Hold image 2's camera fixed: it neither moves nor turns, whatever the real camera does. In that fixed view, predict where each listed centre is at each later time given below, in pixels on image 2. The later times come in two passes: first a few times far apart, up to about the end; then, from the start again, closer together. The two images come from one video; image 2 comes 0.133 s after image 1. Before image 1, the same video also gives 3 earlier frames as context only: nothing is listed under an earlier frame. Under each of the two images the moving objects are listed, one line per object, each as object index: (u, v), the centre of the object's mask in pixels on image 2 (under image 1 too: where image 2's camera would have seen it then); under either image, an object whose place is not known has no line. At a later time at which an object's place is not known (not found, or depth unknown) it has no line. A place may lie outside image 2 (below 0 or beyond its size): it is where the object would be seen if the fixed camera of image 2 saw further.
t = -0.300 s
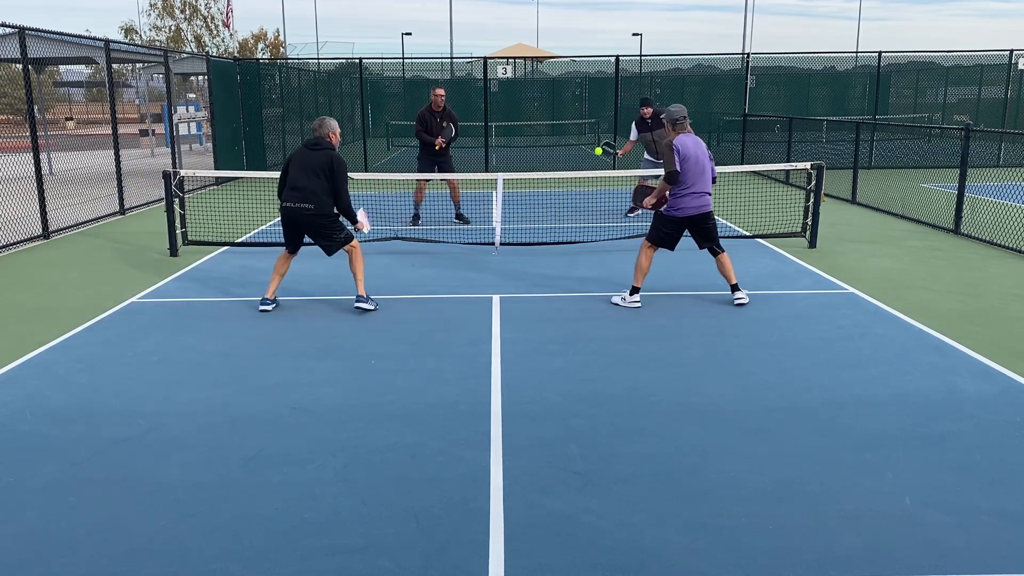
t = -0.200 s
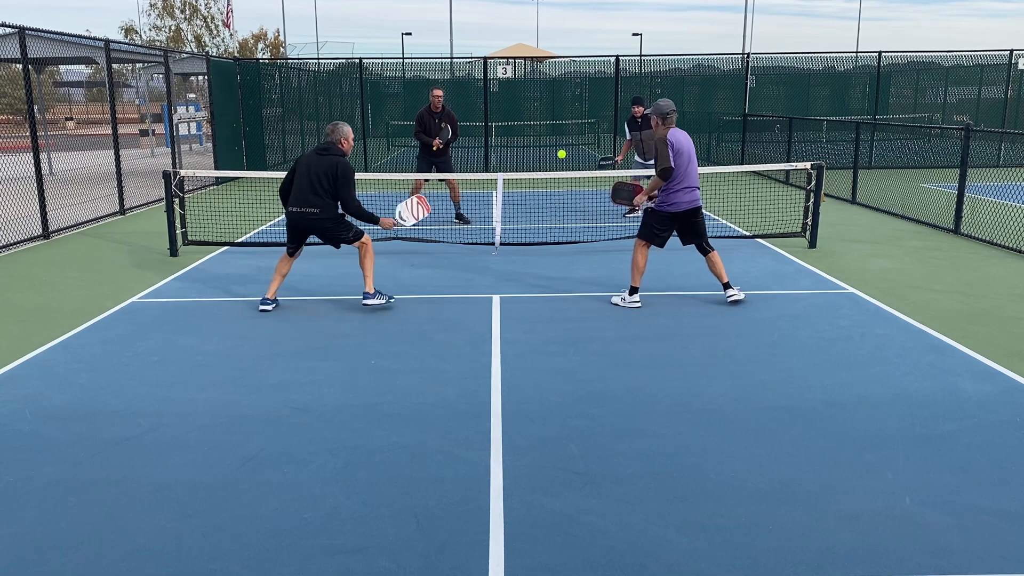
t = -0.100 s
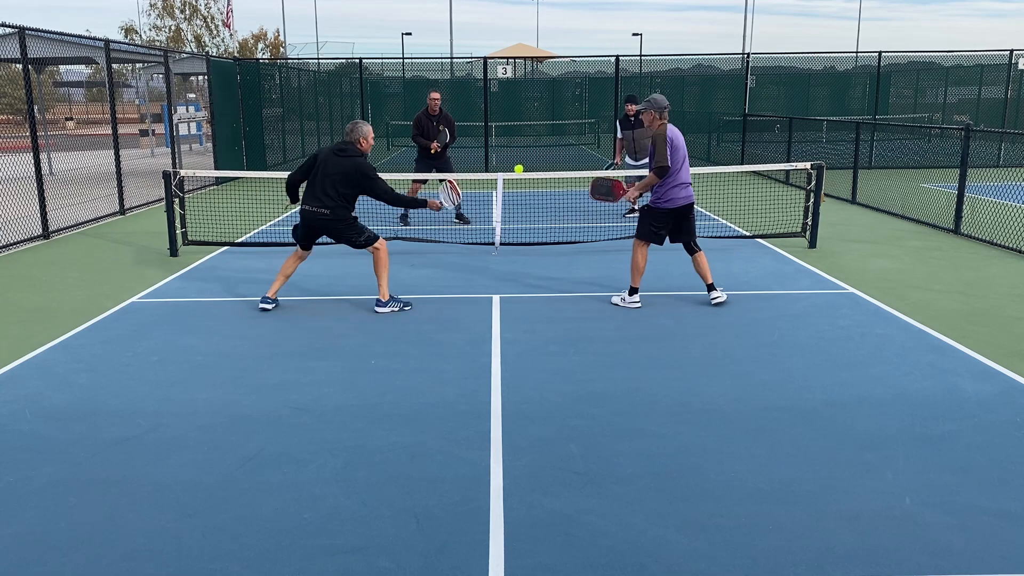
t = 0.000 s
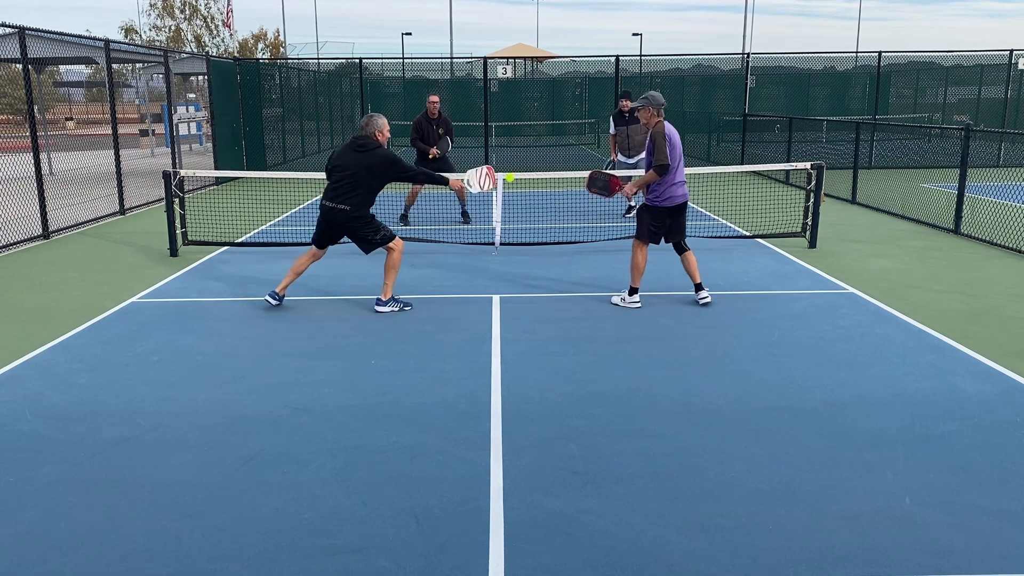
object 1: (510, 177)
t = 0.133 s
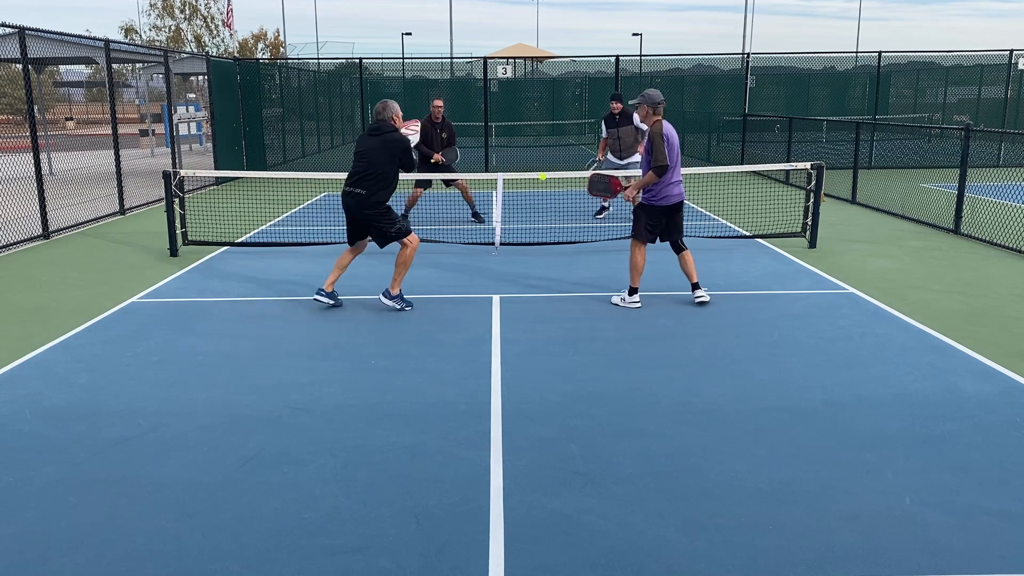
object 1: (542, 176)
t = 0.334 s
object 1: (569, 230)
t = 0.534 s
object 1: (588, 241)
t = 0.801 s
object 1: (612, 262)
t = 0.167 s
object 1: (549, 179)
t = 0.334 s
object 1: (569, 230)
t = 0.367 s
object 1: (573, 239)
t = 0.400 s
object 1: (576, 246)
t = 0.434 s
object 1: (579, 249)
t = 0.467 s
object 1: (582, 245)
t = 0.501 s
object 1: (585, 243)
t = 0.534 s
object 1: (588, 241)
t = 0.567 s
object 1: (591, 241)
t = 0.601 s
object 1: (594, 241)
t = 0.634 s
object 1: (597, 243)
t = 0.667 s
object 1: (600, 246)
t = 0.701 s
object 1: (603, 249)
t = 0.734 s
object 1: (606, 254)
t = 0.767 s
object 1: (609, 260)
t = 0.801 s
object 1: (612, 262)
